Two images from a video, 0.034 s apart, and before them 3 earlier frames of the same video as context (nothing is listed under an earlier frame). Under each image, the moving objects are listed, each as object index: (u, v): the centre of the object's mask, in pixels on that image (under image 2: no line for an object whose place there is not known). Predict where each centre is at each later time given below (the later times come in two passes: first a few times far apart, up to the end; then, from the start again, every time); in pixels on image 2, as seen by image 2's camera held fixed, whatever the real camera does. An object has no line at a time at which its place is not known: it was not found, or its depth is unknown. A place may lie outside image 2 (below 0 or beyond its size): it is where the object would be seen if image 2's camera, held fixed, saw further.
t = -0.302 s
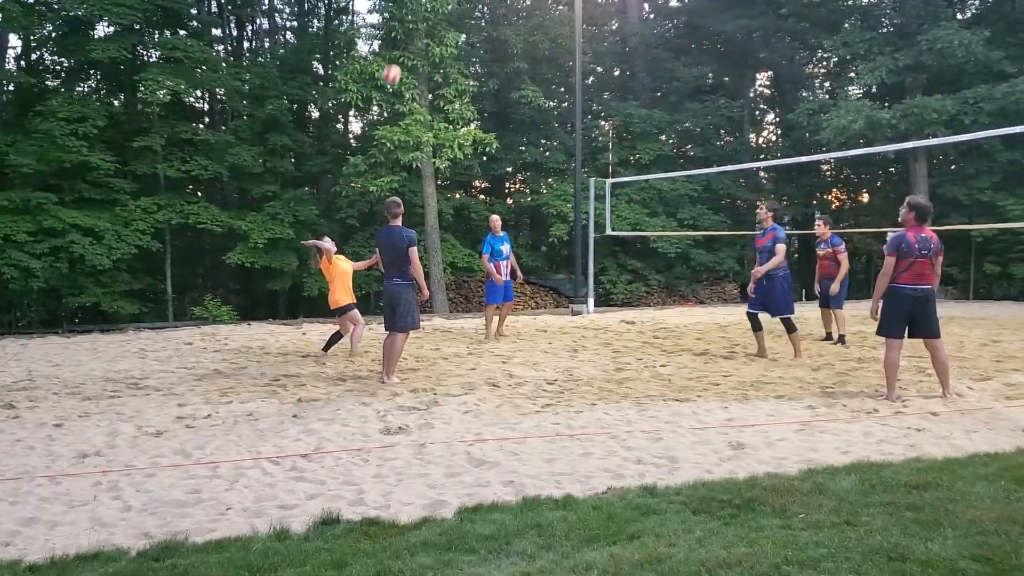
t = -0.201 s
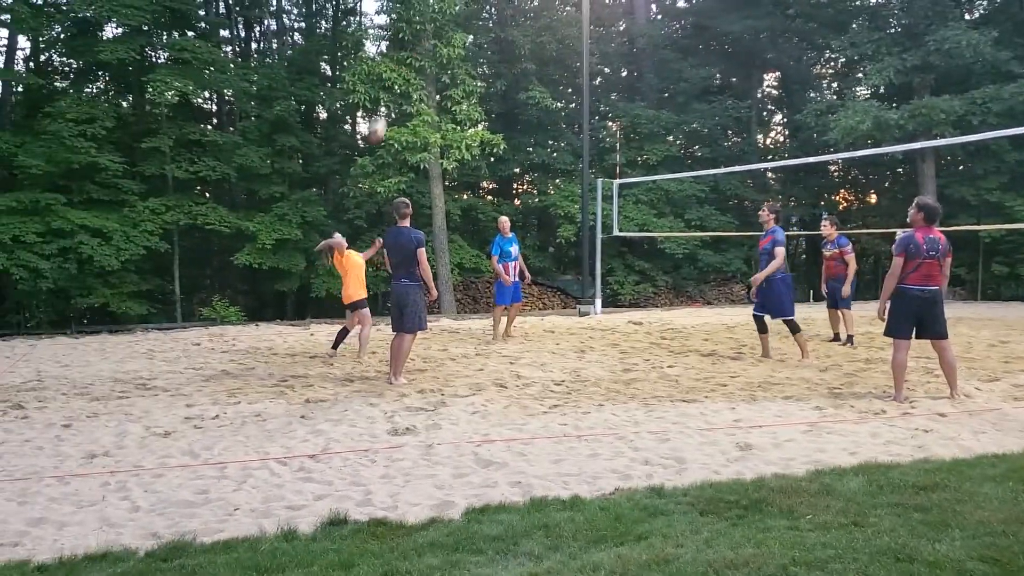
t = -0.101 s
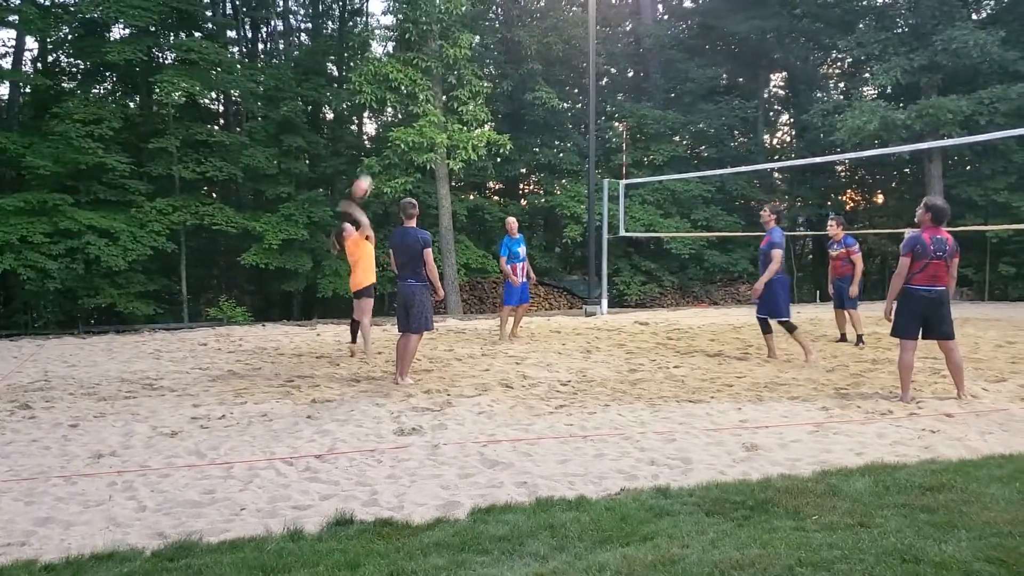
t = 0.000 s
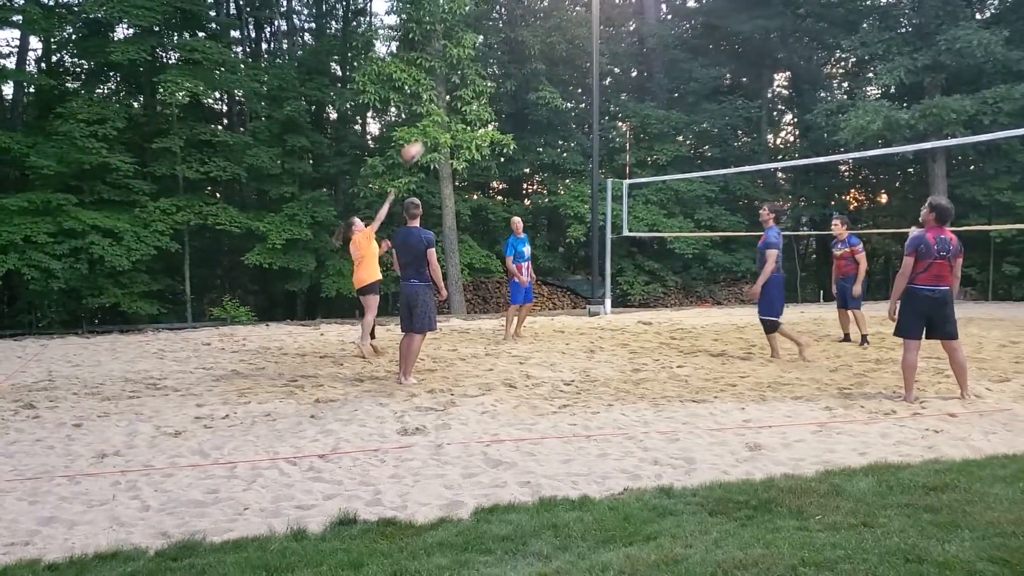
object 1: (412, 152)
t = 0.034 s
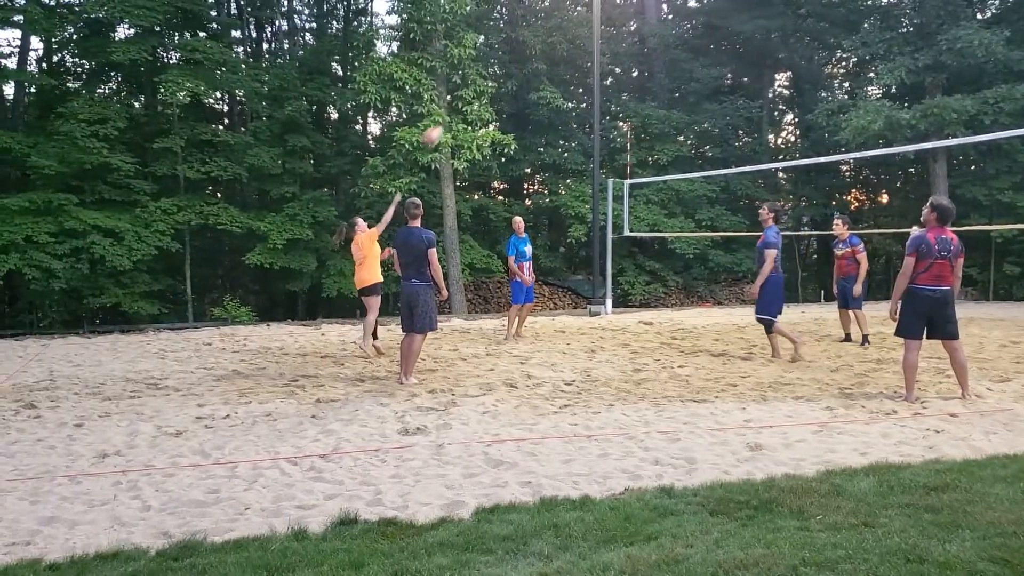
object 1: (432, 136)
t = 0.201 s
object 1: (526, 73)
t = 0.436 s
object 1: (637, 31)
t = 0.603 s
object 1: (702, 31)
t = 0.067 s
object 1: (452, 121)
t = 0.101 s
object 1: (470, 107)
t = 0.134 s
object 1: (490, 93)
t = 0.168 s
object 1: (508, 83)
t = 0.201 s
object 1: (526, 73)
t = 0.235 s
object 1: (543, 64)
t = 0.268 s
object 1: (559, 55)
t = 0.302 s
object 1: (576, 48)
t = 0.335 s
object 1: (592, 42)
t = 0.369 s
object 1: (608, 36)
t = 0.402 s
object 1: (622, 33)
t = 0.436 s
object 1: (637, 31)
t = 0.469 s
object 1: (650, 29)
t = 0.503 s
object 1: (664, 27)
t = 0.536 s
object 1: (676, 28)
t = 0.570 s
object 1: (690, 30)
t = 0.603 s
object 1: (702, 31)
